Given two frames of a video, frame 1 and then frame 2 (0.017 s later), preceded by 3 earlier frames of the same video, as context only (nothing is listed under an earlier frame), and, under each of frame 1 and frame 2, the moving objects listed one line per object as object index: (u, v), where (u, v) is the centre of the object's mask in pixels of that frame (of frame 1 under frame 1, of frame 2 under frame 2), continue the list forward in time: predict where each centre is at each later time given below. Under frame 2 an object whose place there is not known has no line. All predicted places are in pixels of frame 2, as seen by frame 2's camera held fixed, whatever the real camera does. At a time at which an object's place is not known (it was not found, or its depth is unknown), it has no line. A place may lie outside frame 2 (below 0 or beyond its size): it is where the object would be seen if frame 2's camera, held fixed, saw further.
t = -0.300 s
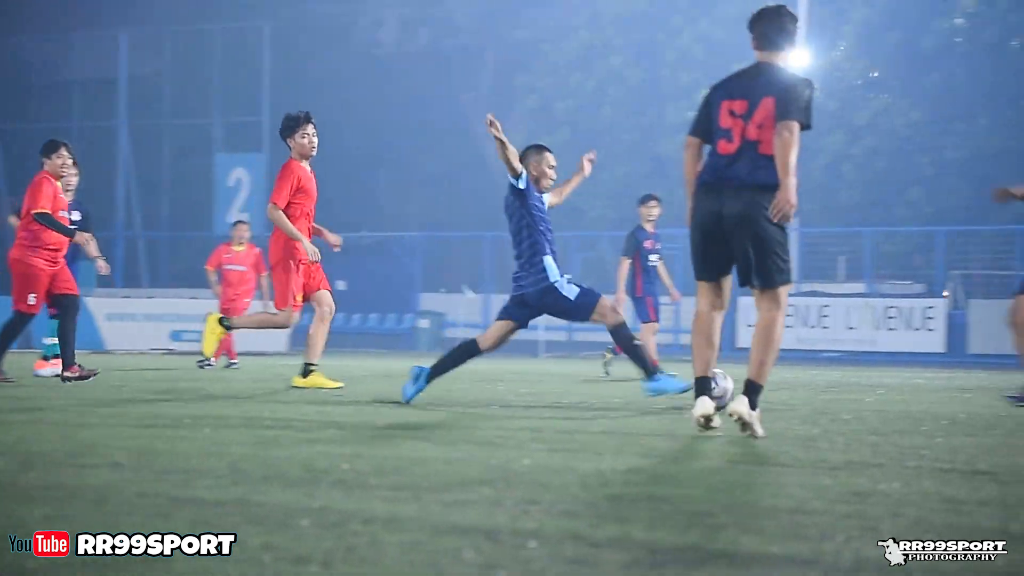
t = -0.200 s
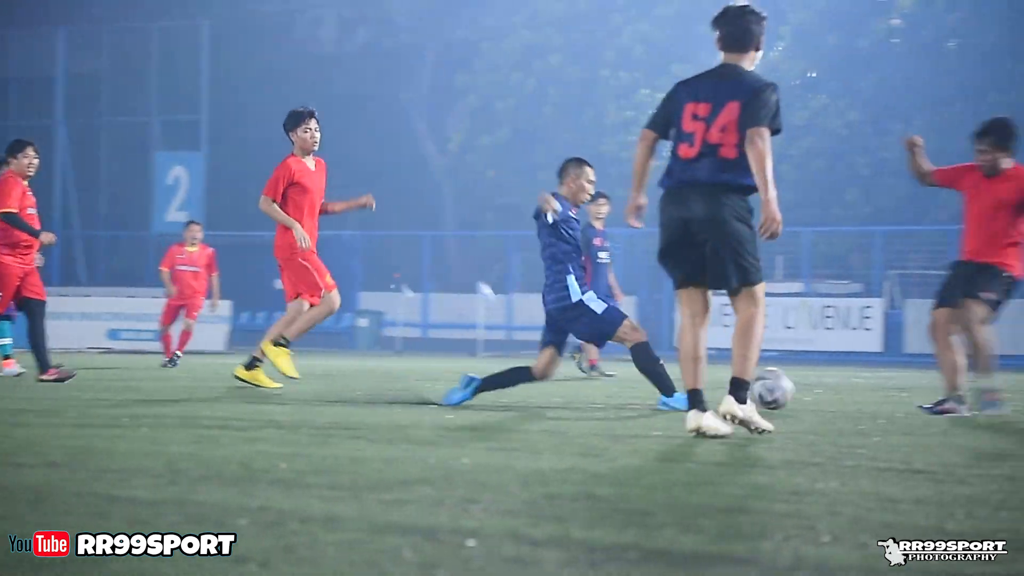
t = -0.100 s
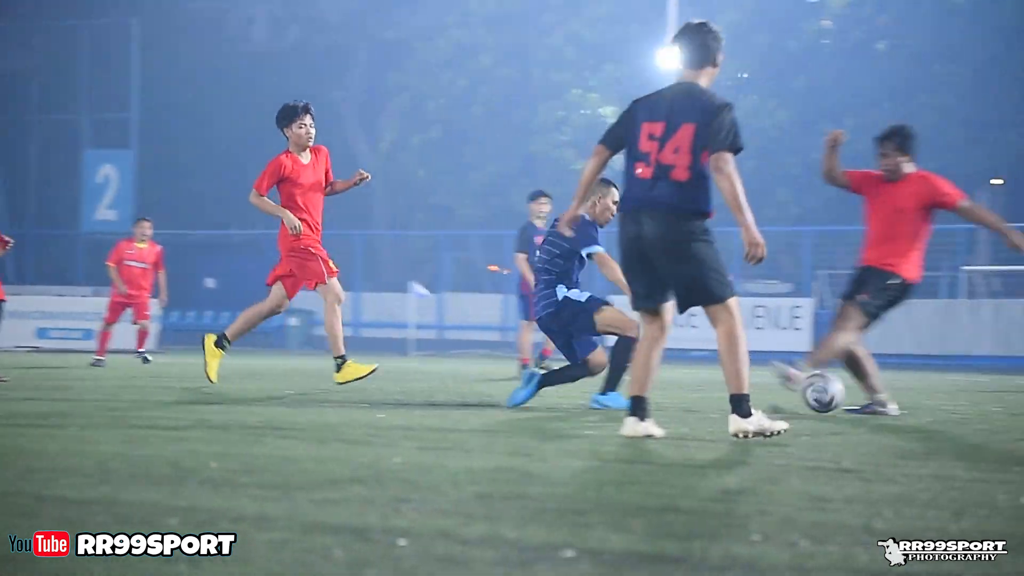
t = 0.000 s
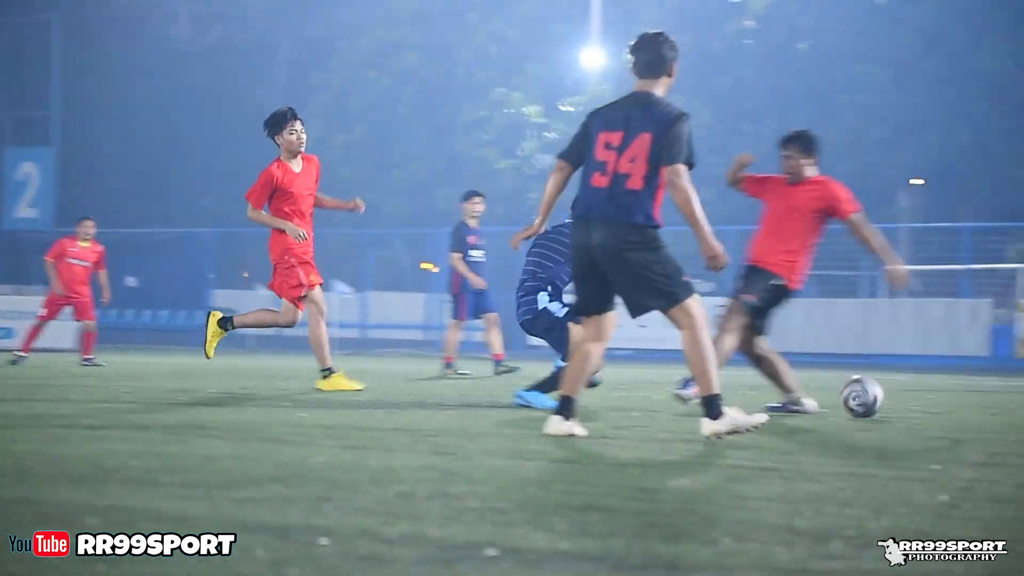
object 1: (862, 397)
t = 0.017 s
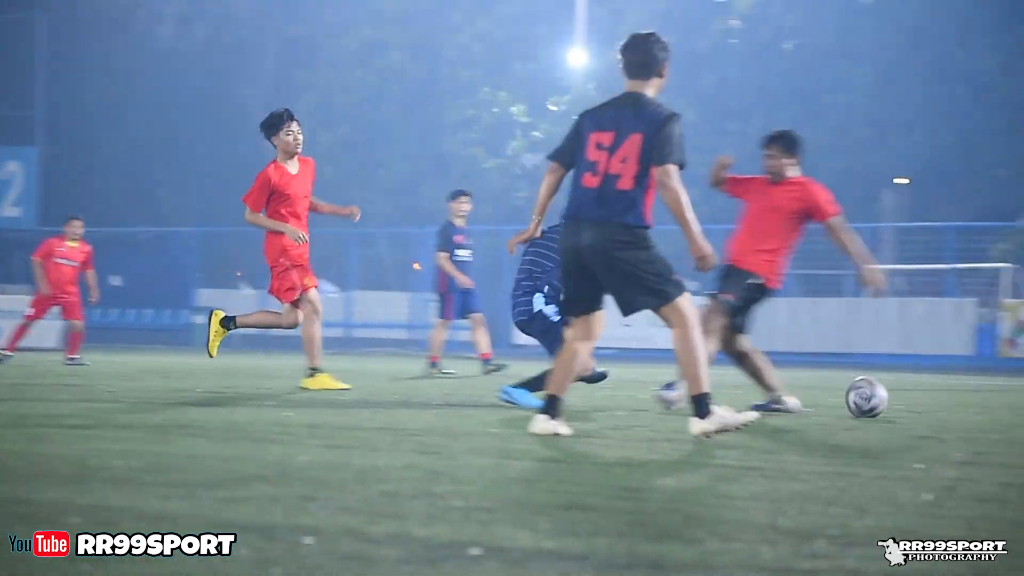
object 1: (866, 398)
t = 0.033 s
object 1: (881, 396)
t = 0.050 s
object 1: (897, 396)
